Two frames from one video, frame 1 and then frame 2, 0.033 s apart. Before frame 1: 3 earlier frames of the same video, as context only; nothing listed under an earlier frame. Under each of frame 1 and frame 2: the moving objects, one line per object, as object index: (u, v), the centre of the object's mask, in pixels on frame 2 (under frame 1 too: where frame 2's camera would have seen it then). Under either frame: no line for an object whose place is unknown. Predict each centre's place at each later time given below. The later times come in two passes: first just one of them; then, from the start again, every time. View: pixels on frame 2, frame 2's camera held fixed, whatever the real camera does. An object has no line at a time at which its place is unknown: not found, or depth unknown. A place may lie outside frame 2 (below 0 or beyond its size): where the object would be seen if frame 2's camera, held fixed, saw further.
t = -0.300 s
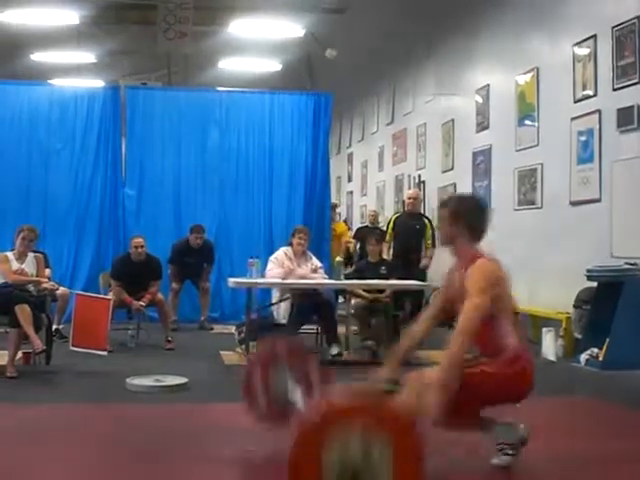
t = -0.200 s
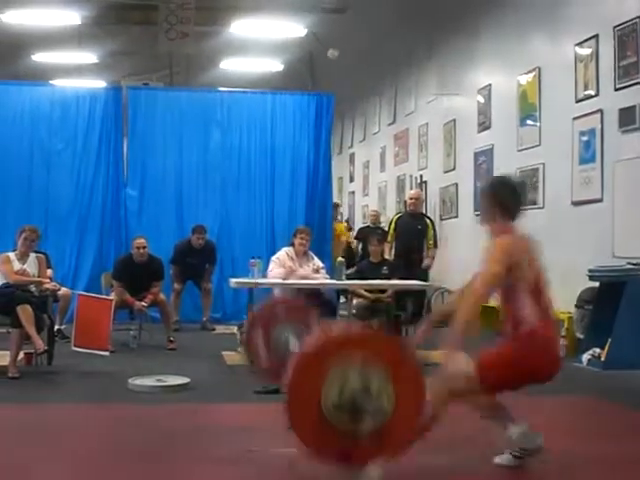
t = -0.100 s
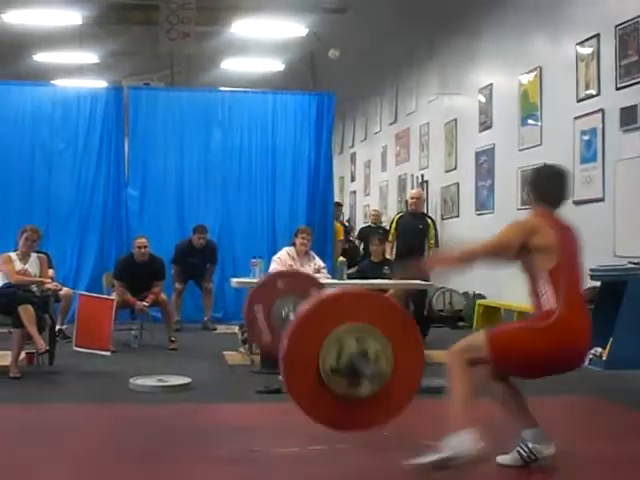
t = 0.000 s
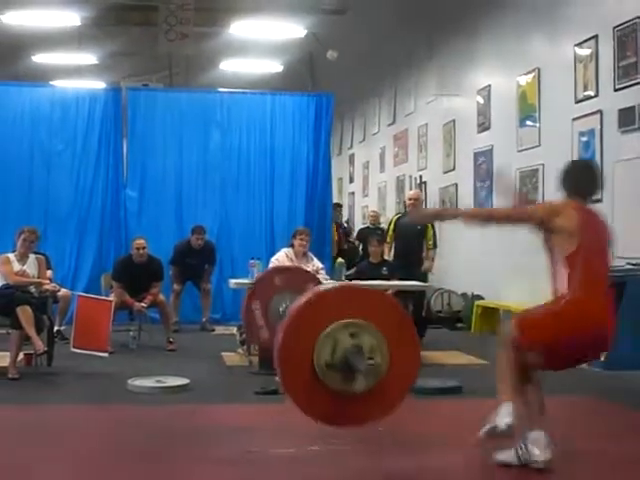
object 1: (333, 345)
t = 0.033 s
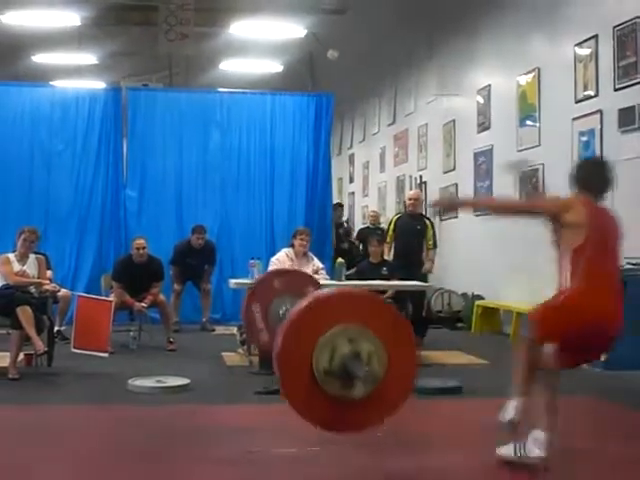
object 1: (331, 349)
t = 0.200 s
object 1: (322, 407)
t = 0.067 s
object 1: (331, 356)
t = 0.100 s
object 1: (330, 366)
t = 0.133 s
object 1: (328, 379)
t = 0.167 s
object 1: (326, 395)
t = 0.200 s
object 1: (322, 407)
